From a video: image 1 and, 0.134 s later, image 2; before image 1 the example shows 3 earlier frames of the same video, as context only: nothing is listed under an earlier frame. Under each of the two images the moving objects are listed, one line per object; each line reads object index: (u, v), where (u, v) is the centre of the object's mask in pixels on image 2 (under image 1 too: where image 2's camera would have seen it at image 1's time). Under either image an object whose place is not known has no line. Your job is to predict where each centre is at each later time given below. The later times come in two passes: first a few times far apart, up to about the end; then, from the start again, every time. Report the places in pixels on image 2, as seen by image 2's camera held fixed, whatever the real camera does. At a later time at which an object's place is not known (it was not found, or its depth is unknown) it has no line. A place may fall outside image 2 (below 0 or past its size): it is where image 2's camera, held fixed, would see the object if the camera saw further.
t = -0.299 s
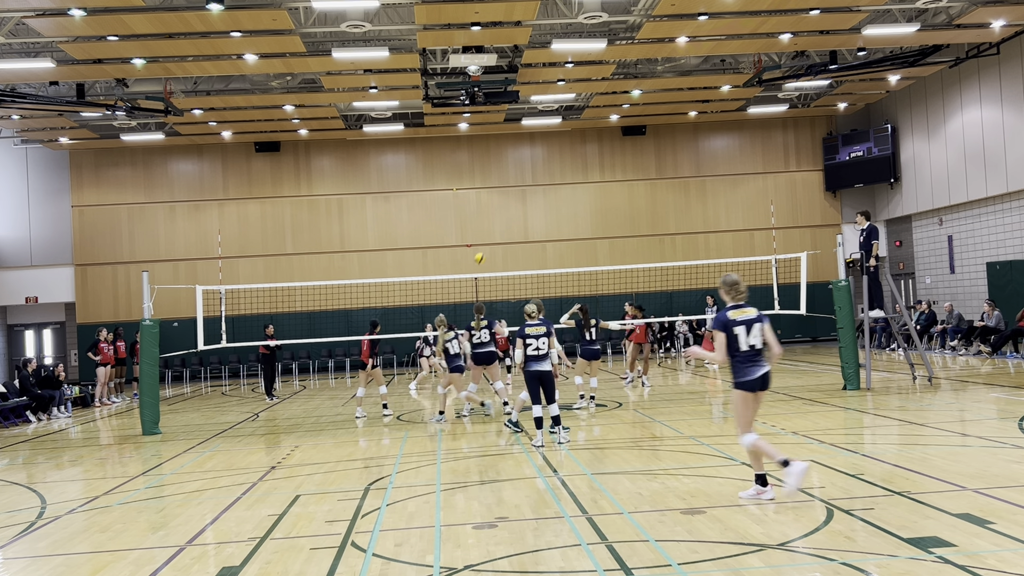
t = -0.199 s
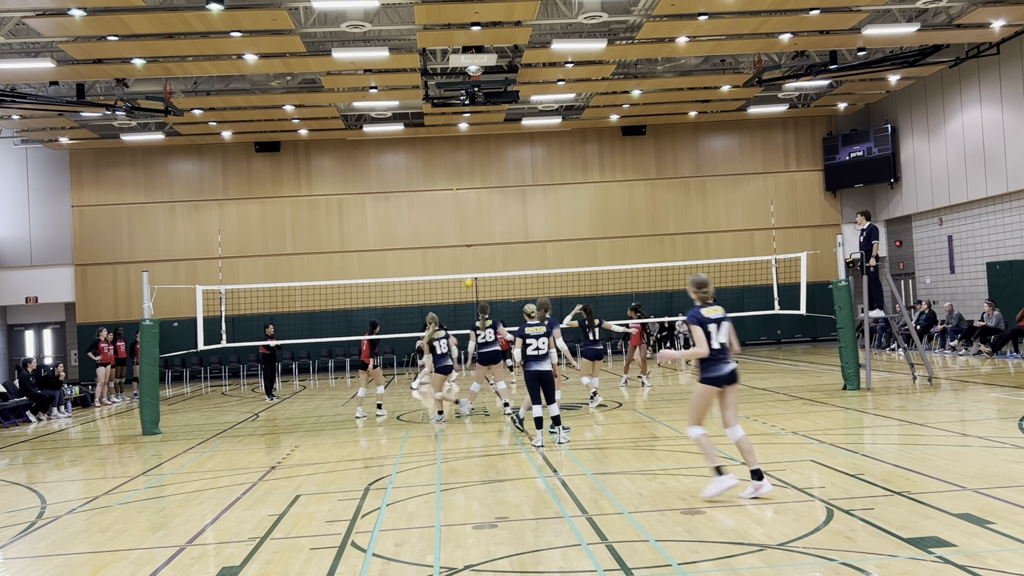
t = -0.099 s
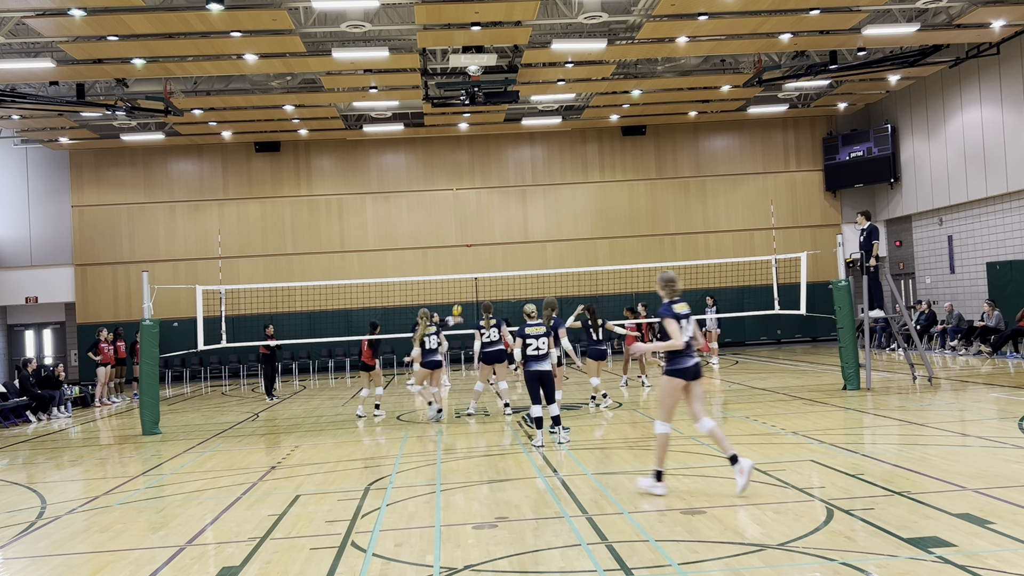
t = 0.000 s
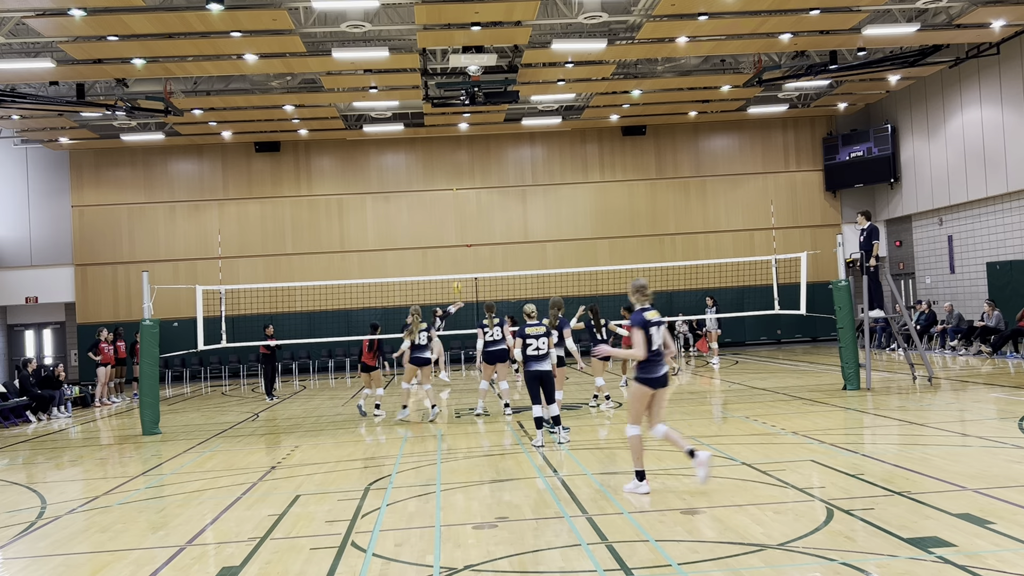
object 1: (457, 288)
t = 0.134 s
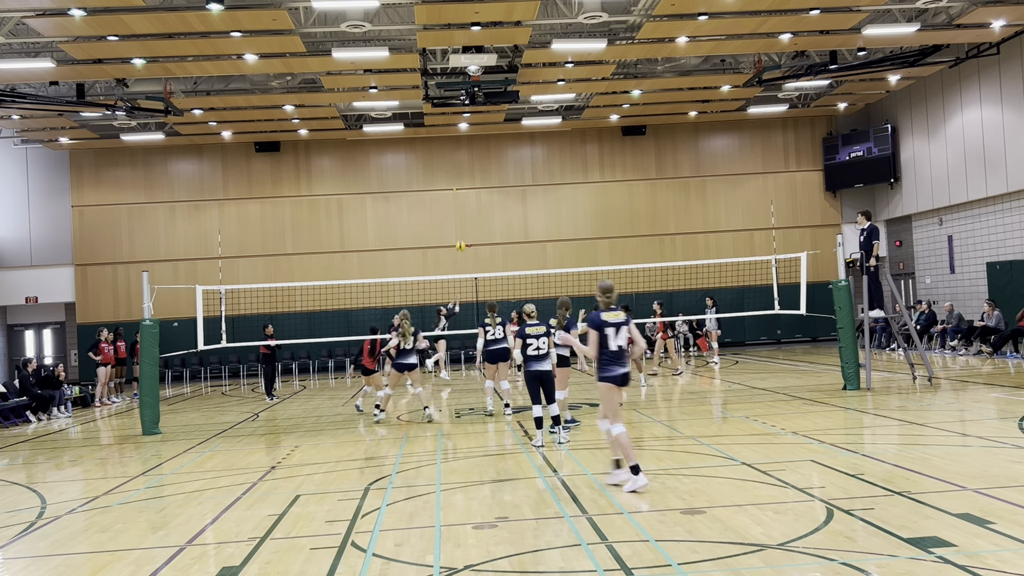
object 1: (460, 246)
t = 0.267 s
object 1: (464, 213)
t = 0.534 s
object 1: (472, 169)
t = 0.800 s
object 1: (482, 158)
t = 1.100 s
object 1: (497, 189)
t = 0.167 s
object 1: (461, 237)
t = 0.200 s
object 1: (462, 228)
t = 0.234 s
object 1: (463, 220)
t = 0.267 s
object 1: (464, 213)
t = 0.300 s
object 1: (465, 206)
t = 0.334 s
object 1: (466, 199)
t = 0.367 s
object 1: (467, 193)
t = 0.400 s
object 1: (468, 187)
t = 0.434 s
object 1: (469, 181)
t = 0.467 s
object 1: (470, 177)
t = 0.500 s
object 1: (471, 172)
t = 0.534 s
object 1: (472, 169)
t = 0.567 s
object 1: (473, 165)
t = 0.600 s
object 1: (474, 162)
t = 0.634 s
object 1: (475, 160)
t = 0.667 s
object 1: (477, 159)
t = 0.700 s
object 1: (478, 158)
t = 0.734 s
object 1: (479, 157)
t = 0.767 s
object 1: (480, 157)
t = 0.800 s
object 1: (482, 158)
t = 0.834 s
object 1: (483, 159)
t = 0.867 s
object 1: (485, 160)
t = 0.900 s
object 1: (486, 163)
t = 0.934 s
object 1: (488, 165)
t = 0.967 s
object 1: (490, 169)
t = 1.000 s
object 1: (491, 173)
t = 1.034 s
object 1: (493, 178)
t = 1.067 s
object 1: (495, 183)
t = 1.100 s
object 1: (497, 189)
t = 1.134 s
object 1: (498, 195)
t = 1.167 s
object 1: (500, 203)
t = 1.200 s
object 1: (502, 211)
